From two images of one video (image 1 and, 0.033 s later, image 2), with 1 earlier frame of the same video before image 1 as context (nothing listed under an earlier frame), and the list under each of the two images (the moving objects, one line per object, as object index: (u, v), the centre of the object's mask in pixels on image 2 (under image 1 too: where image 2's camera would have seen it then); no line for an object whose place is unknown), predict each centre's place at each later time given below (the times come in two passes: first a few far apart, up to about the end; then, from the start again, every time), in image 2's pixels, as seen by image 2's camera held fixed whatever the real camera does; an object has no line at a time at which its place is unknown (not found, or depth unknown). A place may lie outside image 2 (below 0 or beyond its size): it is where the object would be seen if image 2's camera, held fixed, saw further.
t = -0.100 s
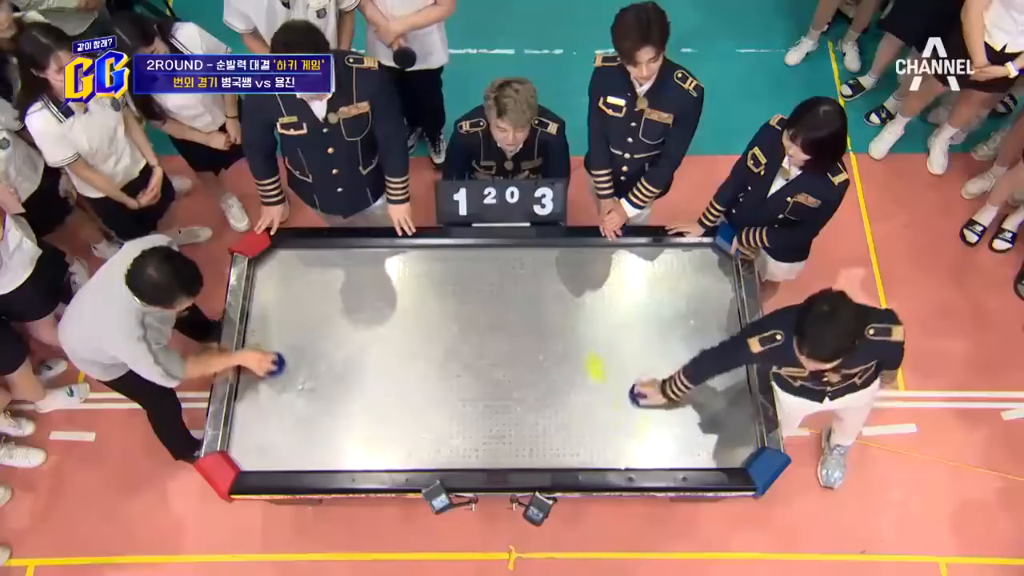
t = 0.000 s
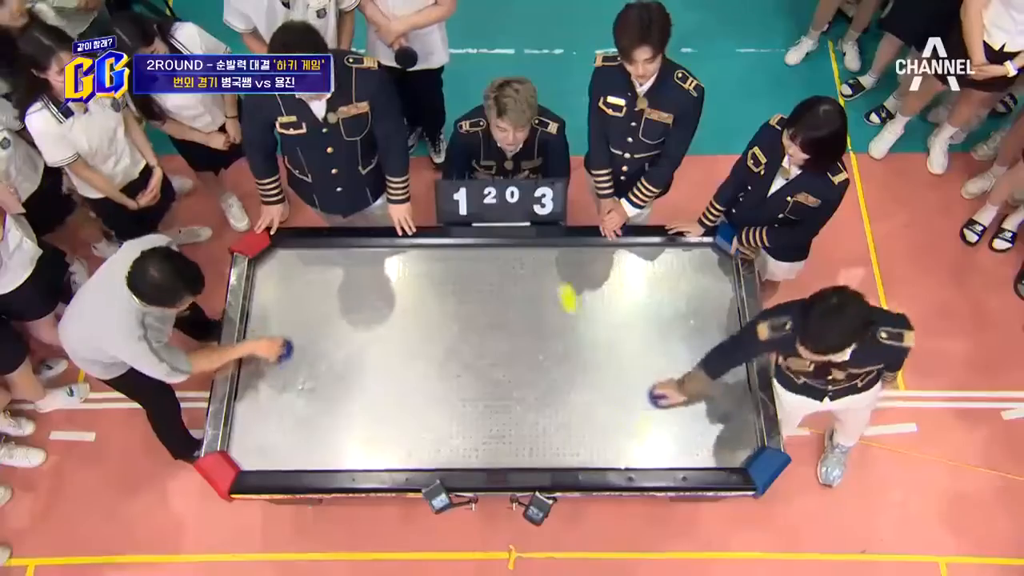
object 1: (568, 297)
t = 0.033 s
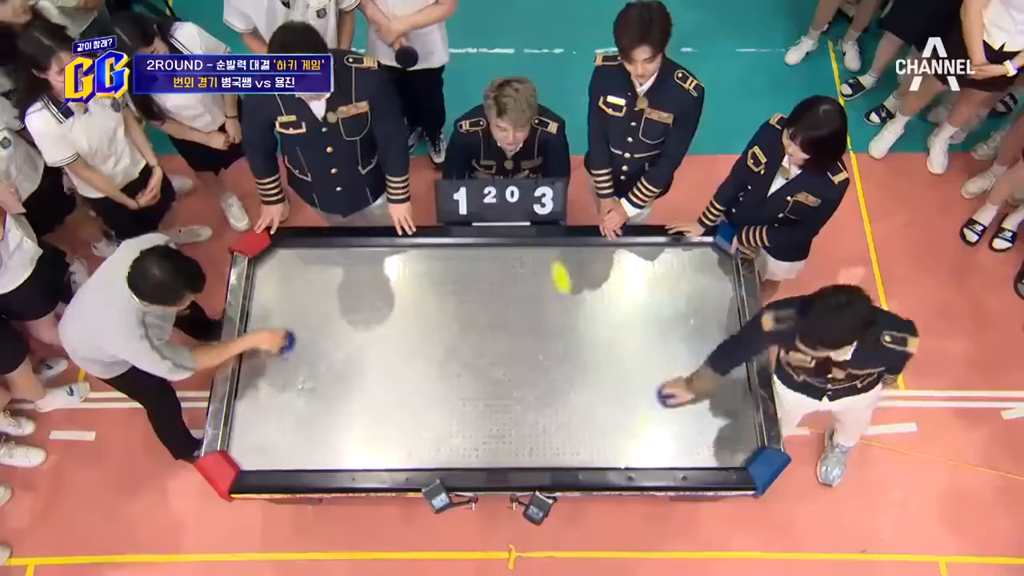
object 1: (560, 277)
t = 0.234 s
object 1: (526, 318)
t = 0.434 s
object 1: (491, 422)
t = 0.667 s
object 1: (445, 408)
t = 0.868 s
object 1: (408, 337)
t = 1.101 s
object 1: (369, 263)
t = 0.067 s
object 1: (553, 257)
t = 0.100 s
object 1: (547, 255)
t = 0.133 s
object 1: (541, 270)
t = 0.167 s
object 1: (536, 286)
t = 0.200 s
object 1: (531, 302)
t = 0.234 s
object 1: (526, 318)
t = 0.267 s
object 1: (520, 335)
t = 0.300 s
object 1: (514, 352)
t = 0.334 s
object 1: (509, 369)
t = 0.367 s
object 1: (503, 386)
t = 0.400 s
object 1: (497, 403)
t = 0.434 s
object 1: (491, 422)
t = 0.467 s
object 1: (486, 440)
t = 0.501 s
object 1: (479, 457)
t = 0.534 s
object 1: (471, 459)
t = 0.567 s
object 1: (465, 447)
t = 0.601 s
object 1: (459, 434)
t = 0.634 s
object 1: (451, 422)
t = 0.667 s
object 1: (445, 408)
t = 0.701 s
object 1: (438, 396)
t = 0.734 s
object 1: (432, 384)
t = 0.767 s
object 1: (426, 372)
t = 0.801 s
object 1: (420, 360)
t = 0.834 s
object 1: (415, 349)
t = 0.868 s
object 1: (408, 337)
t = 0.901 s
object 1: (402, 325)
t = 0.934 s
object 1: (396, 314)
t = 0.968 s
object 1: (390, 304)
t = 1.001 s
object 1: (385, 294)
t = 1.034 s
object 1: (380, 283)
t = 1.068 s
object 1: (375, 273)
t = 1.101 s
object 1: (369, 263)
